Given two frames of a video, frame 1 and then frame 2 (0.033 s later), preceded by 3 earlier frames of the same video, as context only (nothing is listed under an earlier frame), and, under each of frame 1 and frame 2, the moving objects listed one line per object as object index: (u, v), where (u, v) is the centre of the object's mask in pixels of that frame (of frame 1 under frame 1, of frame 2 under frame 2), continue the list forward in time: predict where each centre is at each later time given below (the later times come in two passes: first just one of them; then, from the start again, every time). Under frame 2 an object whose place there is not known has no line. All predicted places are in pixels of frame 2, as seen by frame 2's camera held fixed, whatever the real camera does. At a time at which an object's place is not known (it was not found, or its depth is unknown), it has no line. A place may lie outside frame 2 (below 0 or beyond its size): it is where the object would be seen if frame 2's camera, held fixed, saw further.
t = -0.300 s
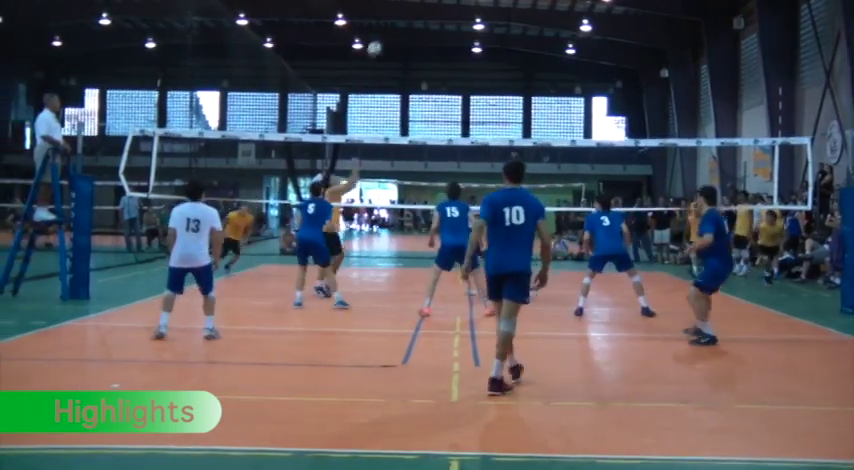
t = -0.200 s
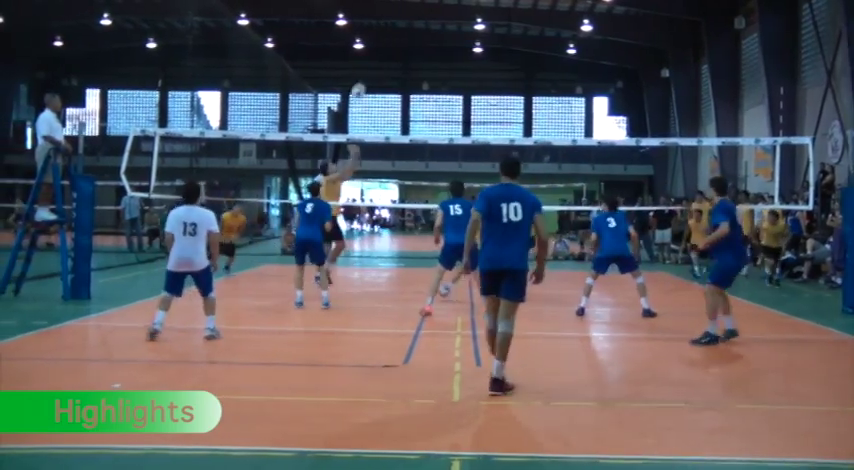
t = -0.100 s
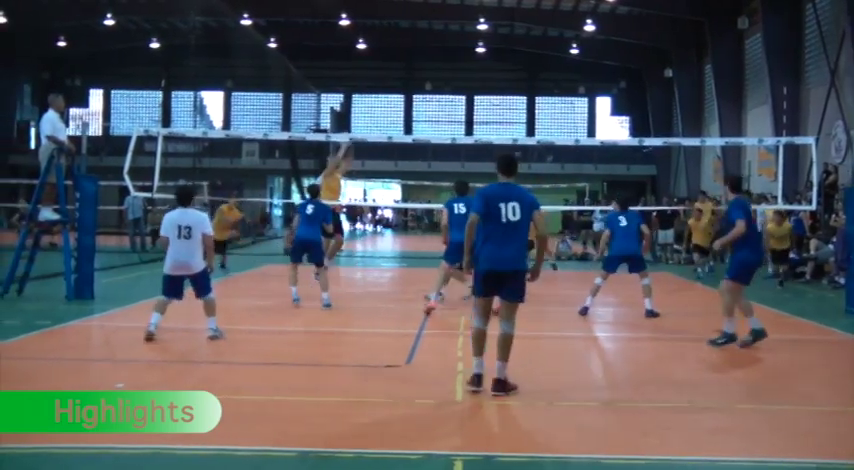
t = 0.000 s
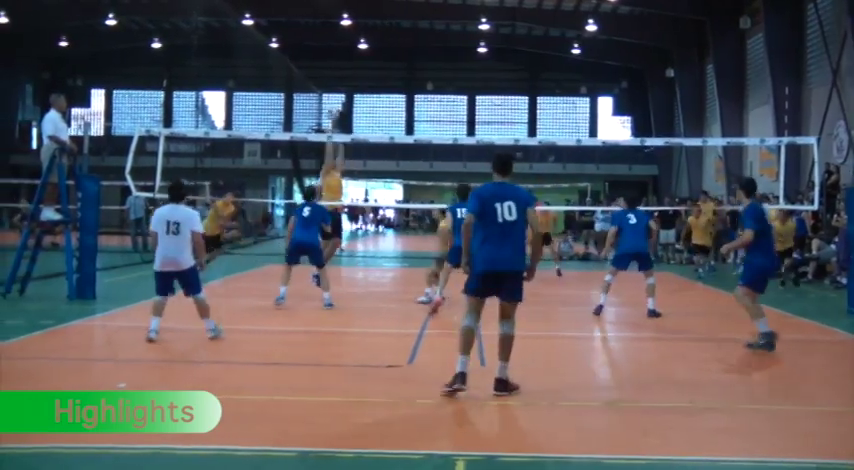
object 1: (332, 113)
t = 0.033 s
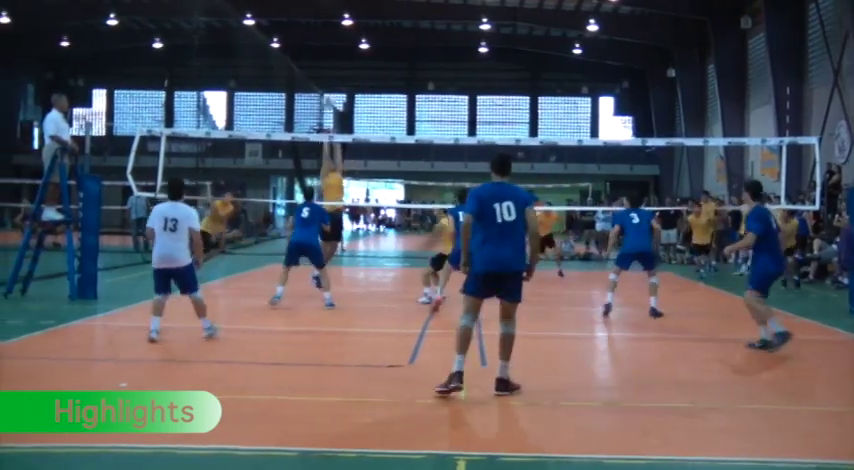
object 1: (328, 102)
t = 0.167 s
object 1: (312, 64)
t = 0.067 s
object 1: (324, 89)
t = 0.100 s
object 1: (320, 80)
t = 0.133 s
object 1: (316, 72)
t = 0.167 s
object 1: (312, 64)
